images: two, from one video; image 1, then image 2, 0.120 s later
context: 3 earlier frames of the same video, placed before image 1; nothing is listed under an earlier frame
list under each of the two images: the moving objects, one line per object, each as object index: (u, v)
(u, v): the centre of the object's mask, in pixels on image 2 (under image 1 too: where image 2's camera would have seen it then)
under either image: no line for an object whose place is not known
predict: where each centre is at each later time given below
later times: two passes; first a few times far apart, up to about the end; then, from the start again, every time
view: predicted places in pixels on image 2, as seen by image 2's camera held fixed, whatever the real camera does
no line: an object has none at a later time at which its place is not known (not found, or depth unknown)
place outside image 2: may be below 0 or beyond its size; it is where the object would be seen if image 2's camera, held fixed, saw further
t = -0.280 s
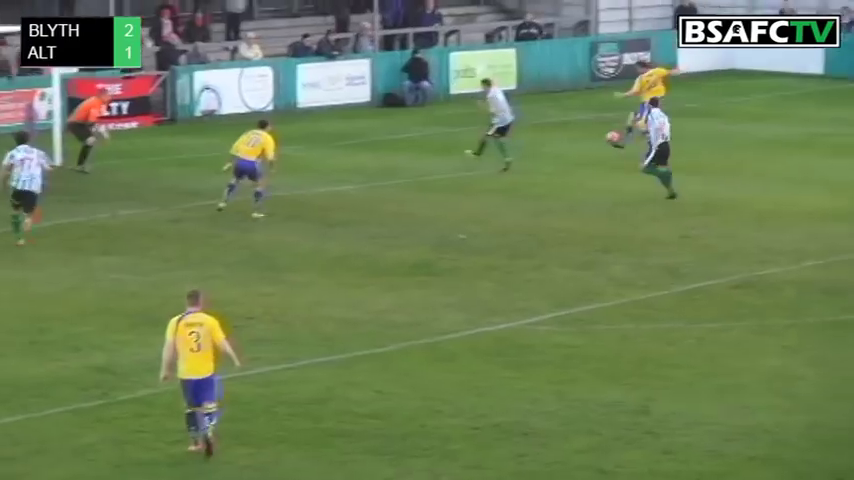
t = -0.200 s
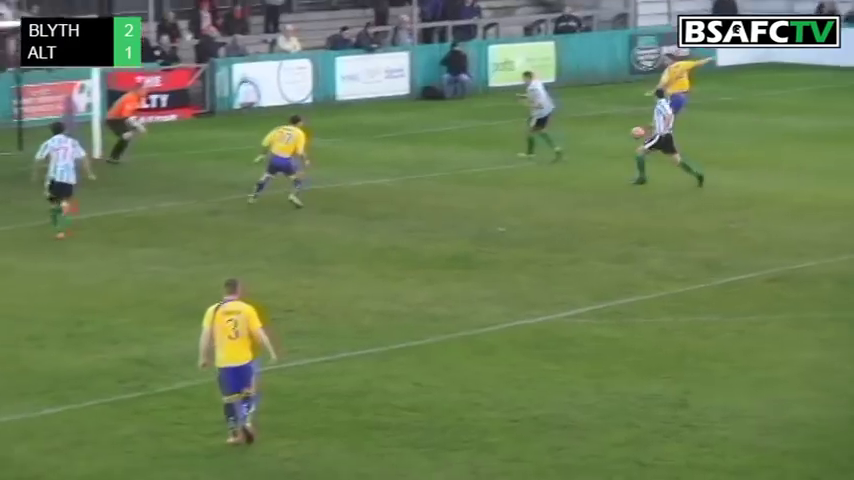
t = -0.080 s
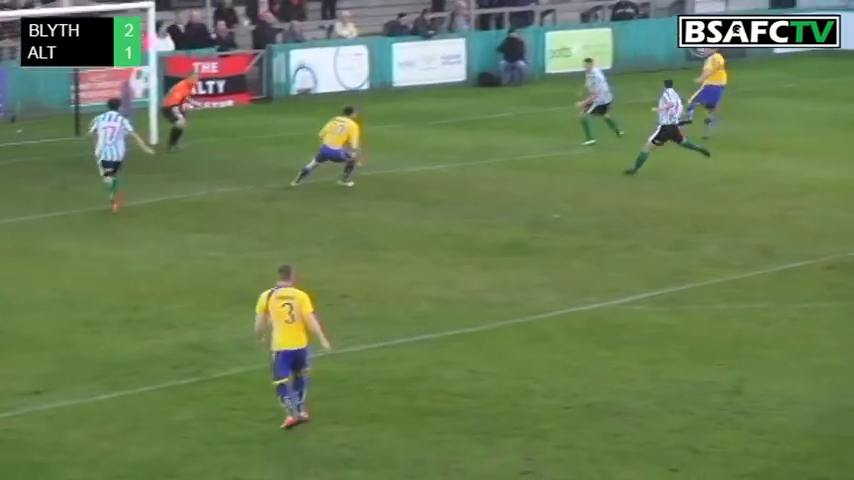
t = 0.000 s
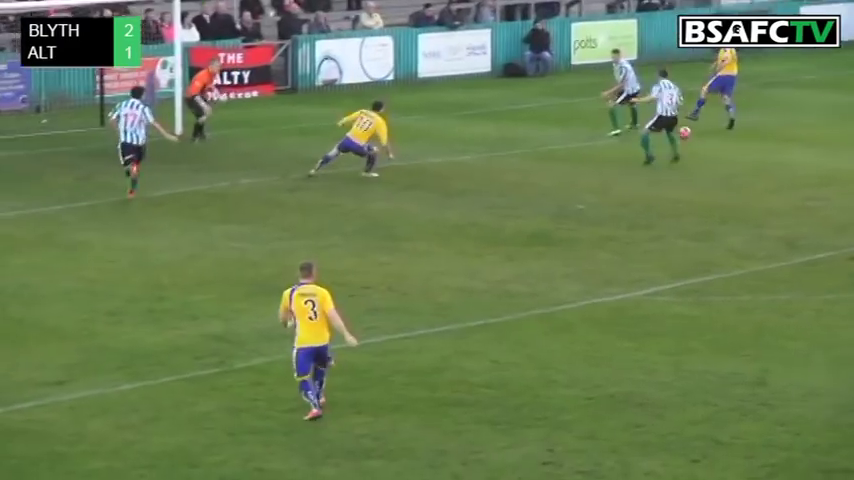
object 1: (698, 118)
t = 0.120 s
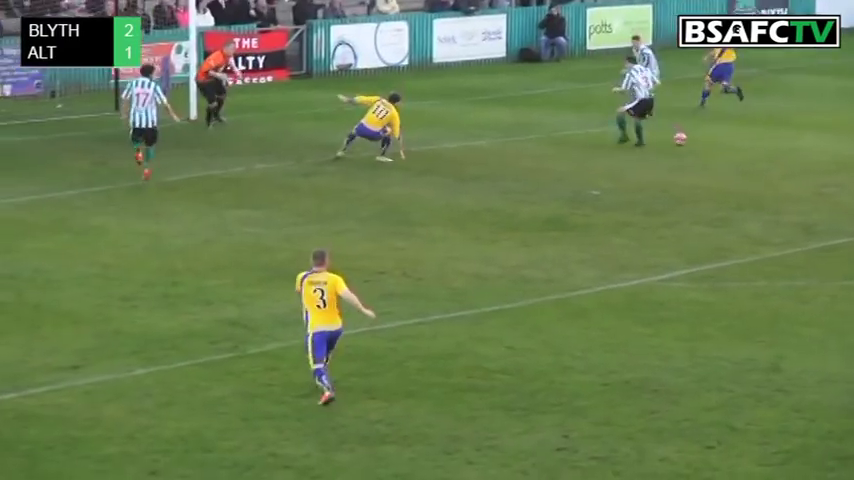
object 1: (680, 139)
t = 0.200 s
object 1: (673, 132)
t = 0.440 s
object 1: (649, 138)
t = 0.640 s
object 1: (632, 159)
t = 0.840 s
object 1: (625, 158)
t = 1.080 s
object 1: (619, 171)
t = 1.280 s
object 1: (612, 182)
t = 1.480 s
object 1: (607, 182)
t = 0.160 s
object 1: (676, 134)
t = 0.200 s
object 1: (673, 132)
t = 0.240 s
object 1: (668, 131)
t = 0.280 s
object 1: (664, 129)
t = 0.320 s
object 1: (661, 130)
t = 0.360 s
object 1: (656, 132)
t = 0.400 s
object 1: (652, 134)
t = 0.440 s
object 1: (649, 138)
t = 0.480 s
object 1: (645, 142)
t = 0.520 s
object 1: (641, 147)
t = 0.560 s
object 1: (637, 154)
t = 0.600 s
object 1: (633, 161)
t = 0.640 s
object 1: (632, 159)
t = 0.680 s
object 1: (631, 156)
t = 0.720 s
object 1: (630, 155)
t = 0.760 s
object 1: (628, 155)
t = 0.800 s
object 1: (627, 156)
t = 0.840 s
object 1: (625, 158)
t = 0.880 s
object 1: (624, 160)
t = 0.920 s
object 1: (623, 164)
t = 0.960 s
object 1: (622, 170)
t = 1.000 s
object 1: (621, 174)
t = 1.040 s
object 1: (620, 173)
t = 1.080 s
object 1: (619, 171)
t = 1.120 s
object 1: (618, 171)
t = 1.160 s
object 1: (617, 172)
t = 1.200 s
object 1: (616, 174)
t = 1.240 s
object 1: (614, 177)
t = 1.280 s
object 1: (612, 182)
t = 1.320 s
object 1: (611, 184)
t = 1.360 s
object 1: (610, 183)
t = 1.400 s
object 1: (608, 182)
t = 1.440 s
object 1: (608, 182)
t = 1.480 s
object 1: (607, 182)
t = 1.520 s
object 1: (605, 185)
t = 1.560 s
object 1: (605, 188)
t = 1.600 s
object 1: (603, 193)
